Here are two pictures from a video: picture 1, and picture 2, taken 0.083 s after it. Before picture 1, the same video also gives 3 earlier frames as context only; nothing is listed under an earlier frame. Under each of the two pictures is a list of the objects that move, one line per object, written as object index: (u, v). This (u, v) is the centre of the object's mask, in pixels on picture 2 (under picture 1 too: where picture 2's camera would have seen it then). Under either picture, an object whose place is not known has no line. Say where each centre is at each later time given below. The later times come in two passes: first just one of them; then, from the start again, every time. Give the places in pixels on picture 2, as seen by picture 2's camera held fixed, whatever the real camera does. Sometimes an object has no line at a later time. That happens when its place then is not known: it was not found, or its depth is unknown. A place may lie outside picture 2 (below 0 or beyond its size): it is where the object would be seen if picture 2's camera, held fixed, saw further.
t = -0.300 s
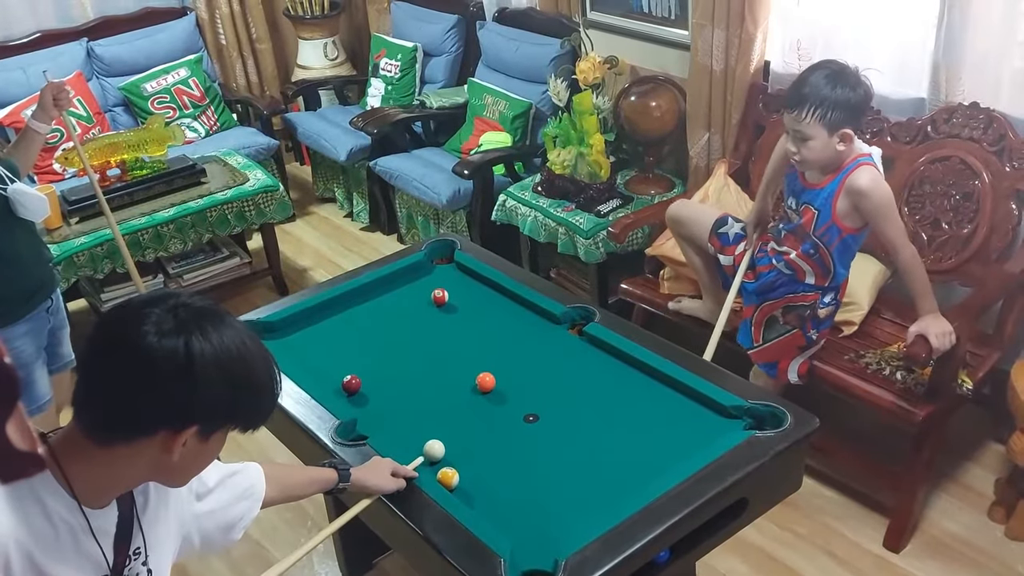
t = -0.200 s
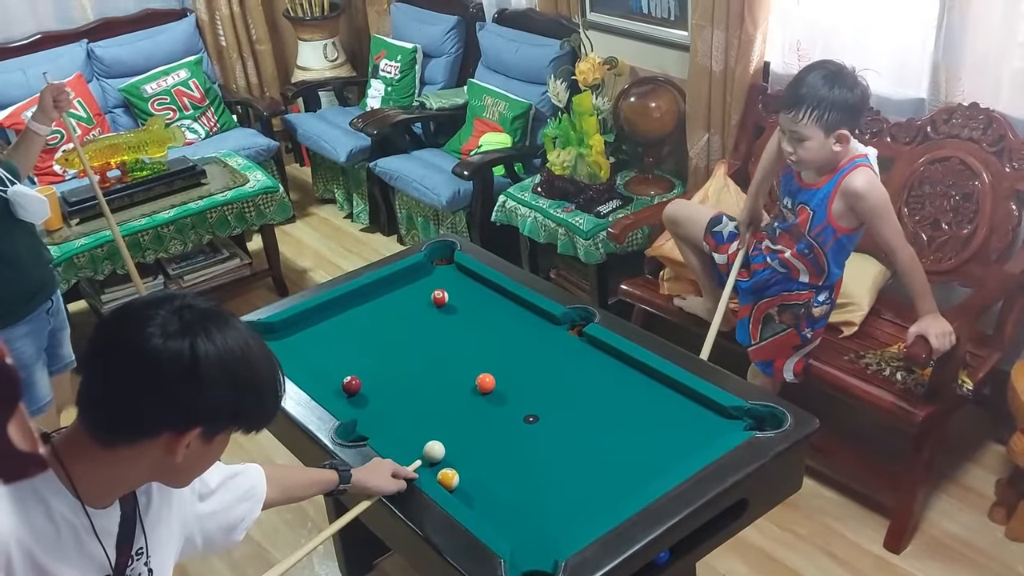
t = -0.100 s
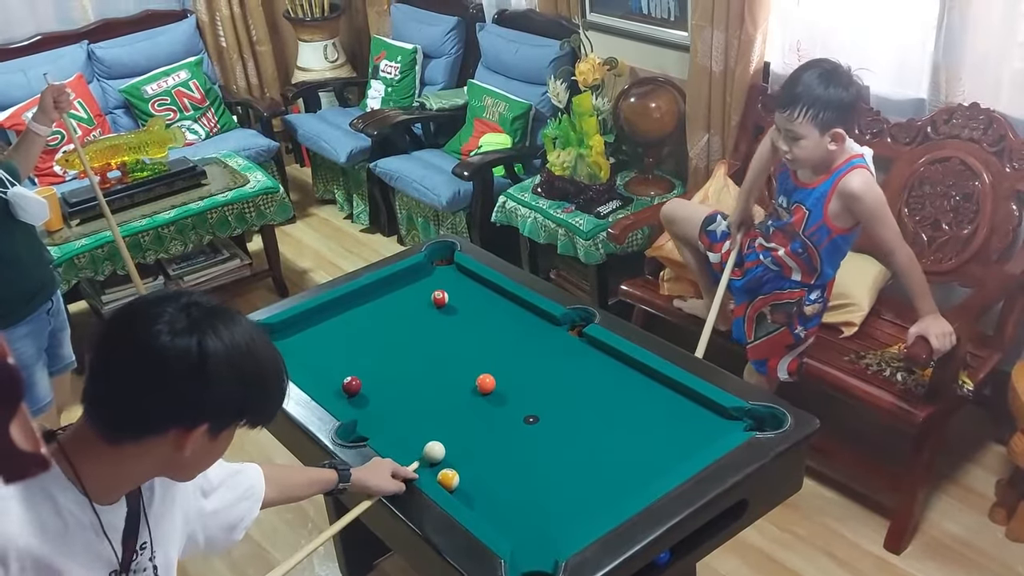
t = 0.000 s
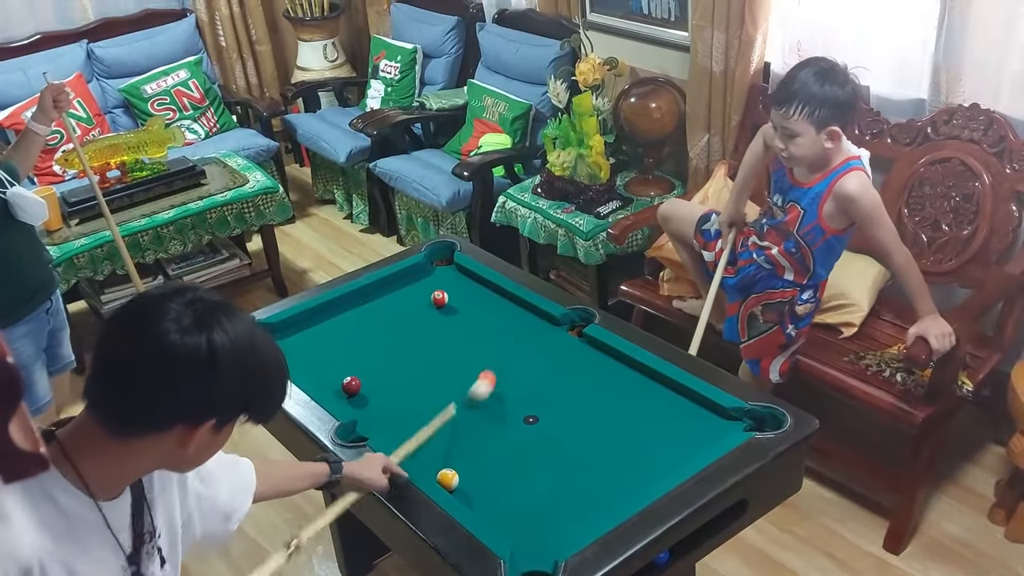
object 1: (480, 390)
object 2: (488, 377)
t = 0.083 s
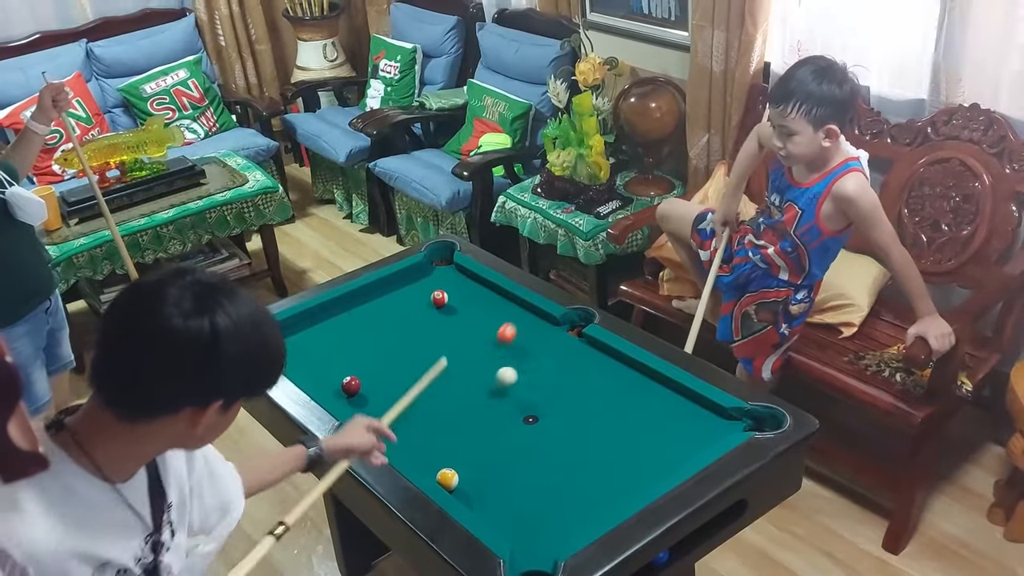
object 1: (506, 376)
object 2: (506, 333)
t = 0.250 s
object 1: (556, 363)
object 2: (475, 311)
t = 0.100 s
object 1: (512, 377)
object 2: (511, 327)
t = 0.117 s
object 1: (517, 378)
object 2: (514, 320)
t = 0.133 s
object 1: (522, 380)
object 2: (518, 312)
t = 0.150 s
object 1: (527, 377)
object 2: (520, 305)
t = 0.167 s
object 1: (532, 373)
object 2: (514, 305)
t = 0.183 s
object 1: (537, 370)
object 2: (506, 307)
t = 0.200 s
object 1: (541, 369)
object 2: (497, 308)
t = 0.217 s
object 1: (546, 368)
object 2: (489, 309)
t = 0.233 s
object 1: (551, 366)
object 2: (482, 310)
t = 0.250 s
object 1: (556, 363)
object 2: (475, 311)
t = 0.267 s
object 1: (560, 361)
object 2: (468, 312)
